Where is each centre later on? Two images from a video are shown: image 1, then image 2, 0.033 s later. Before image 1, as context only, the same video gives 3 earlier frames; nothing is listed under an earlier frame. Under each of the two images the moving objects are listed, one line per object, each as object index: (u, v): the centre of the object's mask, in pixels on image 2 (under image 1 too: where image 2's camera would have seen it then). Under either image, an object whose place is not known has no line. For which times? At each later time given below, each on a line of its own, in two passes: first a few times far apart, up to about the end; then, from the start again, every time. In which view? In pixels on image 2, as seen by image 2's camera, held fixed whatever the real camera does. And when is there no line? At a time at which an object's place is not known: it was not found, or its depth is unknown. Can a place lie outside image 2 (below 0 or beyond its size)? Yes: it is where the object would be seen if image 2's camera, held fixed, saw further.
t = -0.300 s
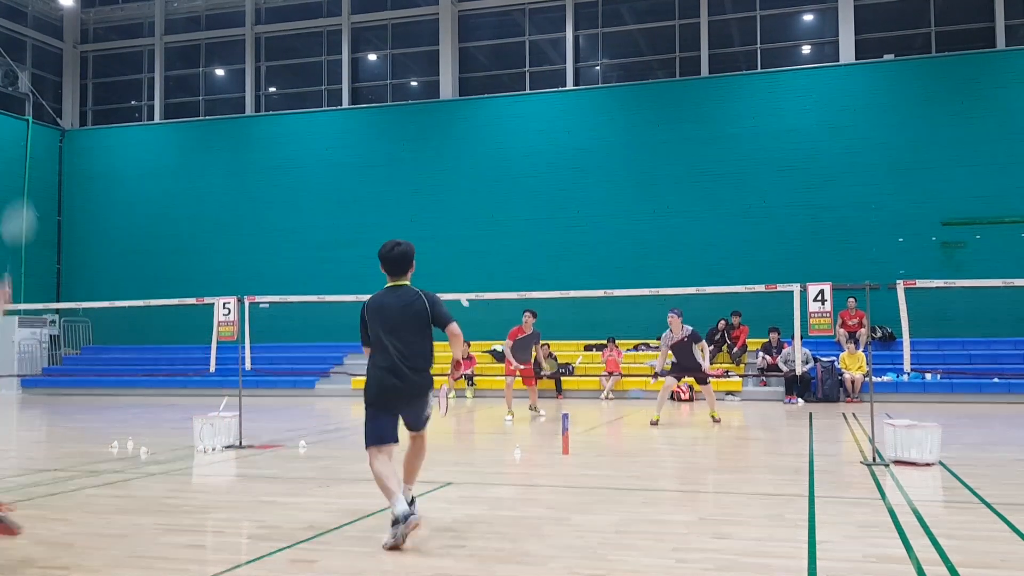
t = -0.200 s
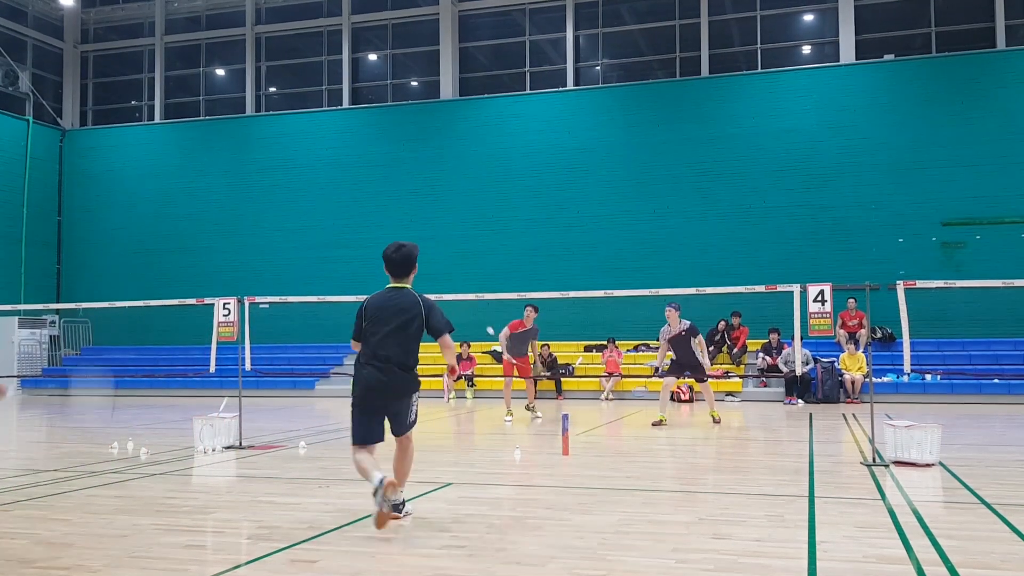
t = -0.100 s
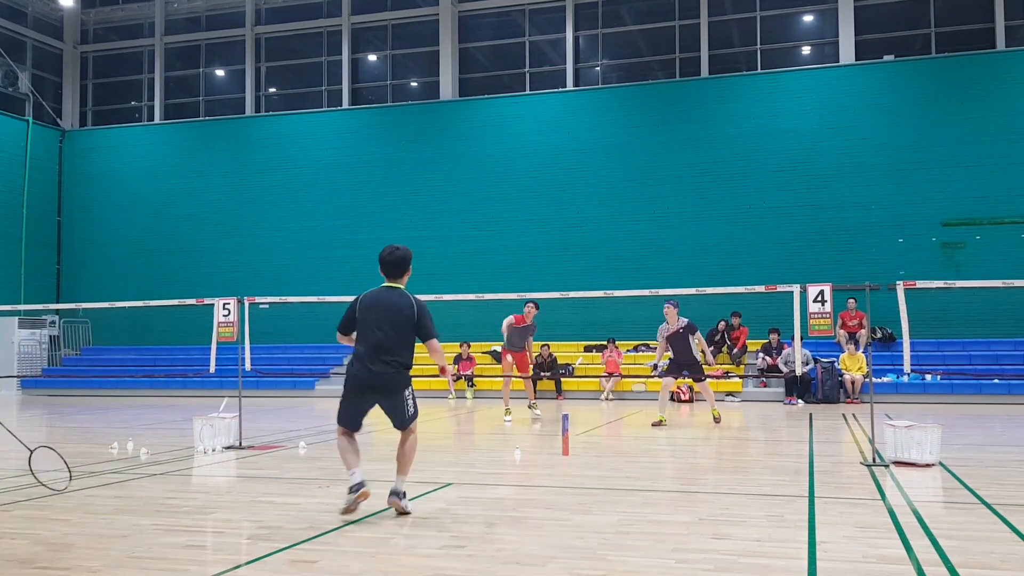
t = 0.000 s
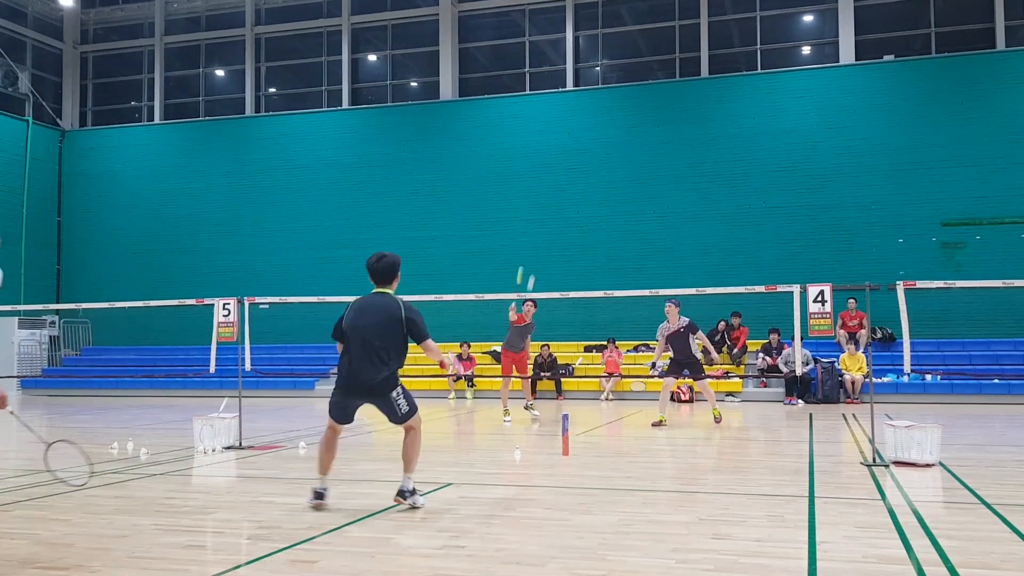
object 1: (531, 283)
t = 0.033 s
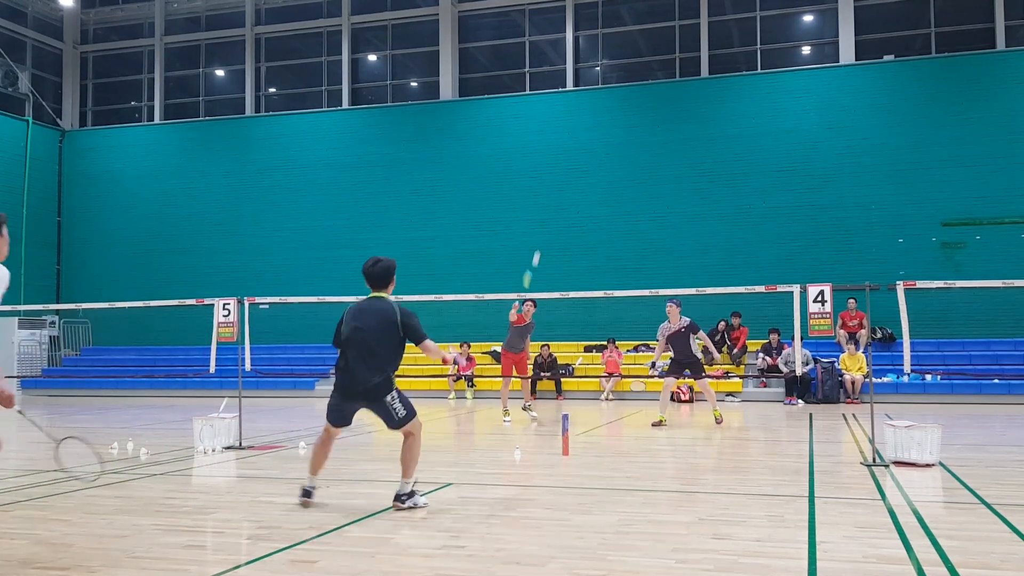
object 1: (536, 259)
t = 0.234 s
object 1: (574, 148)
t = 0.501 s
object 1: (623, 70)
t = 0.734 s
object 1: (670, 86)
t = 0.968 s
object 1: (719, 220)
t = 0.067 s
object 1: (542, 237)
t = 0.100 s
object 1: (549, 217)
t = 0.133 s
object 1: (555, 198)
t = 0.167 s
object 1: (562, 180)
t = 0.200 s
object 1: (568, 163)
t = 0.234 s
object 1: (574, 148)
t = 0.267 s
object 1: (580, 134)
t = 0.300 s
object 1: (586, 121)
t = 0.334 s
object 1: (592, 109)
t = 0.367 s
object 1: (598, 98)
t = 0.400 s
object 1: (605, 89)
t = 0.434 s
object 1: (611, 81)
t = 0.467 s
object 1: (617, 75)
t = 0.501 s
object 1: (623, 70)
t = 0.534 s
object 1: (630, 67)
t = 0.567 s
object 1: (636, 65)
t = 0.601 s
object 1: (643, 66)
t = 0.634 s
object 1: (650, 68)
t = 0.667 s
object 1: (656, 72)
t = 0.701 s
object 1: (663, 78)
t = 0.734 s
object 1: (670, 86)
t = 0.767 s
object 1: (677, 98)
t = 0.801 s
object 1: (683, 111)
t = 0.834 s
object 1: (691, 127)
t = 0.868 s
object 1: (698, 146)
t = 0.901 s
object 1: (705, 168)
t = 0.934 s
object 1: (712, 192)
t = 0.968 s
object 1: (719, 220)
